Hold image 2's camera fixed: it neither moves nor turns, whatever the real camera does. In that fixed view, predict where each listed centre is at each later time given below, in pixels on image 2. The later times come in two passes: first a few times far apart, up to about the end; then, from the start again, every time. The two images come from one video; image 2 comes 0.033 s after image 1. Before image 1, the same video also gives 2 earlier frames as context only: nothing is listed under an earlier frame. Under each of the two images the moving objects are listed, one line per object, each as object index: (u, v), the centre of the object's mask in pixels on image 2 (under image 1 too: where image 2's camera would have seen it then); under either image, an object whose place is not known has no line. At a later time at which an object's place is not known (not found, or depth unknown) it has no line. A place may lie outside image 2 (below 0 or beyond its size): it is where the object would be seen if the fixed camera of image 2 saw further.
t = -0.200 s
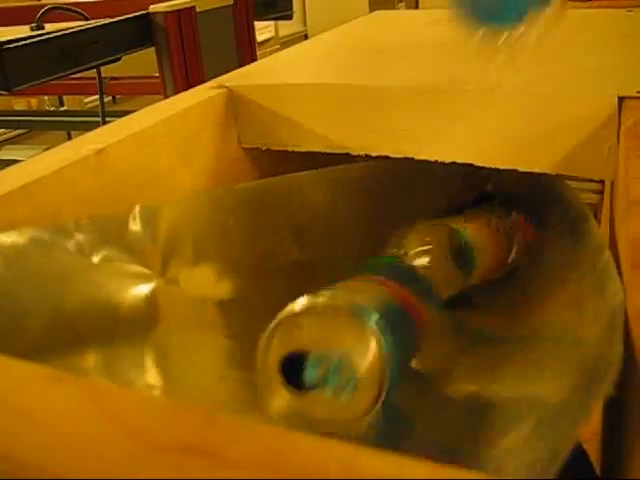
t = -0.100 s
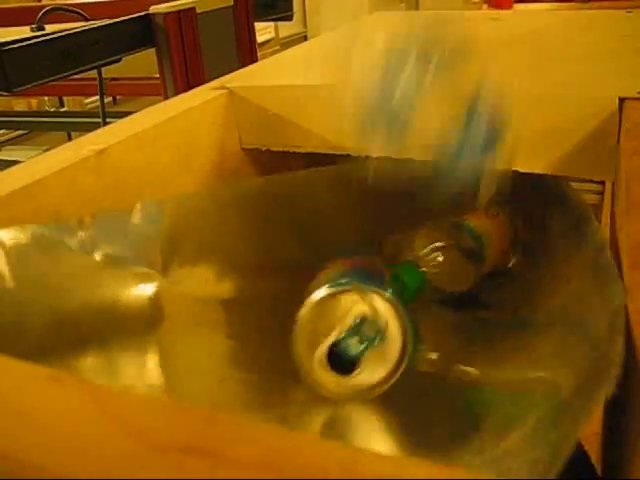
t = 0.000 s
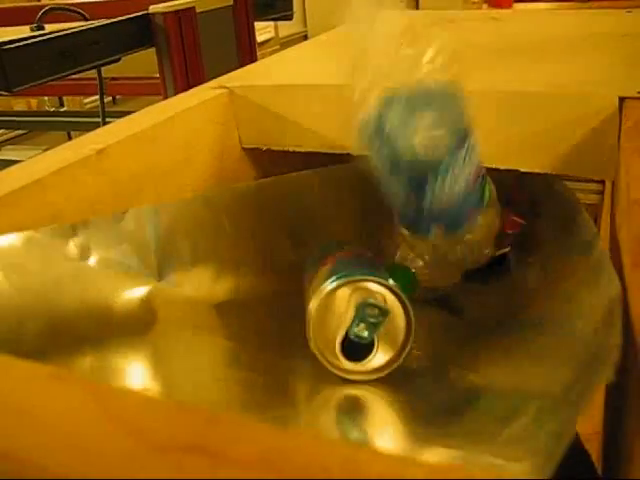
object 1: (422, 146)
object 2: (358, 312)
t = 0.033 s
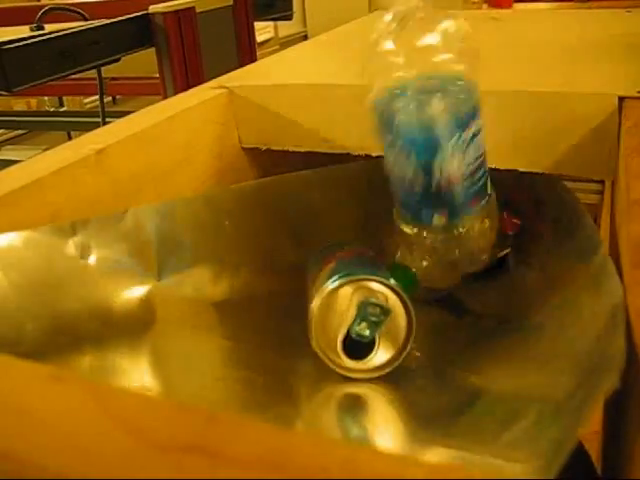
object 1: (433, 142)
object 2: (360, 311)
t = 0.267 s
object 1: (450, 174)
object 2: (351, 303)
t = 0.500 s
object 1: (420, 240)
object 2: (283, 278)
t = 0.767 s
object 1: (440, 282)
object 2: (299, 277)
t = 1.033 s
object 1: (438, 271)
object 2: (302, 282)
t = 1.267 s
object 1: (439, 267)
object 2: (304, 285)
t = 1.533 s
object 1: (444, 266)
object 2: (316, 284)
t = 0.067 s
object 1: (441, 146)
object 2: (363, 310)
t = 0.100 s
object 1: (446, 147)
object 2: (368, 311)
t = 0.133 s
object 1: (452, 146)
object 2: (369, 308)
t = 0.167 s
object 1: (460, 150)
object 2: (374, 307)
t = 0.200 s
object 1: (468, 170)
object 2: (378, 307)
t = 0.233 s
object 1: (461, 170)
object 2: (367, 308)
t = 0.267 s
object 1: (450, 174)
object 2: (351, 303)
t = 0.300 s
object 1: (439, 185)
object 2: (336, 300)
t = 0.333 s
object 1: (429, 197)
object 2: (325, 297)
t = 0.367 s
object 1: (419, 216)
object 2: (313, 295)
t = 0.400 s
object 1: (414, 255)
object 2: (291, 291)
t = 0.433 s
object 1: (416, 289)
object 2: (287, 284)
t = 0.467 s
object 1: (417, 258)
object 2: (283, 281)
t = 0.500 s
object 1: (420, 240)
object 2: (283, 278)
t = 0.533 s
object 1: (418, 236)
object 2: (282, 276)
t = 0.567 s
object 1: (420, 243)
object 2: (284, 277)
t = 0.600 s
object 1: (424, 258)
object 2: (288, 277)
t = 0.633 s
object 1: (424, 268)
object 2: (289, 277)
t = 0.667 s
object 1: (424, 281)
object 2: (292, 277)
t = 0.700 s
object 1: (434, 280)
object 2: (293, 280)
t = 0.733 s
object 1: (441, 282)
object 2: (296, 279)
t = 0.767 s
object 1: (440, 282)
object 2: (299, 277)
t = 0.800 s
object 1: (440, 281)
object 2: (297, 279)
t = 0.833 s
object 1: (433, 279)
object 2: (294, 279)
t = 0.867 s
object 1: (430, 276)
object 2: (292, 281)
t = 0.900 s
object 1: (430, 273)
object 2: (292, 281)
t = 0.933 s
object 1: (430, 270)
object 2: (293, 280)
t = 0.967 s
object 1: (432, 270)
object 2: (296, 280)
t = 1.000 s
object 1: (434, 270)
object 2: (298, 282)
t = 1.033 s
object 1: (438, 271)
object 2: (302, 282)
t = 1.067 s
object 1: (441, 271)
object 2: (304, 282)
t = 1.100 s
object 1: (442, 270)
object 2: (306, 283)
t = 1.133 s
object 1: (439, 269)
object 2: (304, 283)
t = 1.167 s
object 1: (438, 266)
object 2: (302, 284)
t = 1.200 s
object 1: (438, 265)
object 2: (302, 286)
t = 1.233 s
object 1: (438, 266)
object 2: (303, 285)
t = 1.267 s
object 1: (439, 267)
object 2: (304, 285)
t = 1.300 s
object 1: (441, 267)
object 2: (305, 285)
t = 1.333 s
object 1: (443, 267)
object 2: (307, 285)
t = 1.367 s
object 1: (446, 267)
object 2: (309, 284)
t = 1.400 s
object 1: (447, 267)
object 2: (310, 285)
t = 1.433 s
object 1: (442, 266)
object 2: (314, 282)
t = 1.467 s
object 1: (440, 263)
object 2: (313, 283)
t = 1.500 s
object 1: (439, 261)
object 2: (314, 284)
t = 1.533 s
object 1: (444, 266)
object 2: (316, 284)
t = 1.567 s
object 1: (445, 267)
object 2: (317, 285)
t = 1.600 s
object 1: (447, 267)
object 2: (319, 285)
